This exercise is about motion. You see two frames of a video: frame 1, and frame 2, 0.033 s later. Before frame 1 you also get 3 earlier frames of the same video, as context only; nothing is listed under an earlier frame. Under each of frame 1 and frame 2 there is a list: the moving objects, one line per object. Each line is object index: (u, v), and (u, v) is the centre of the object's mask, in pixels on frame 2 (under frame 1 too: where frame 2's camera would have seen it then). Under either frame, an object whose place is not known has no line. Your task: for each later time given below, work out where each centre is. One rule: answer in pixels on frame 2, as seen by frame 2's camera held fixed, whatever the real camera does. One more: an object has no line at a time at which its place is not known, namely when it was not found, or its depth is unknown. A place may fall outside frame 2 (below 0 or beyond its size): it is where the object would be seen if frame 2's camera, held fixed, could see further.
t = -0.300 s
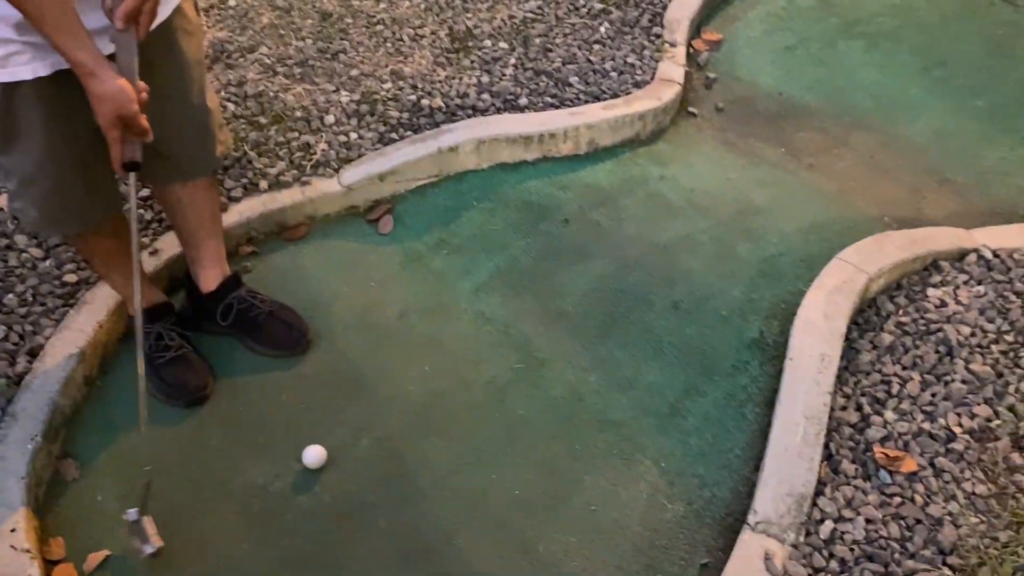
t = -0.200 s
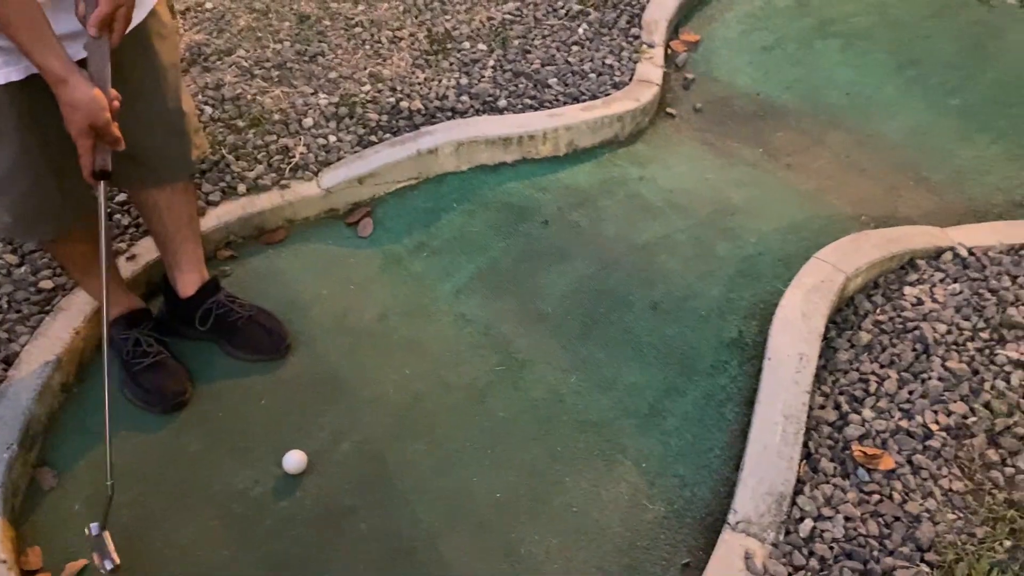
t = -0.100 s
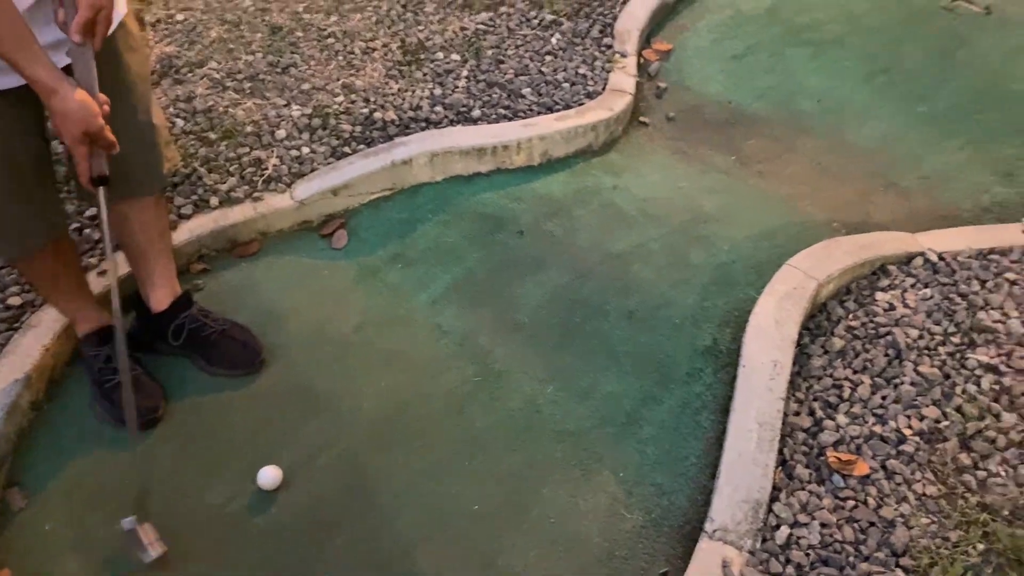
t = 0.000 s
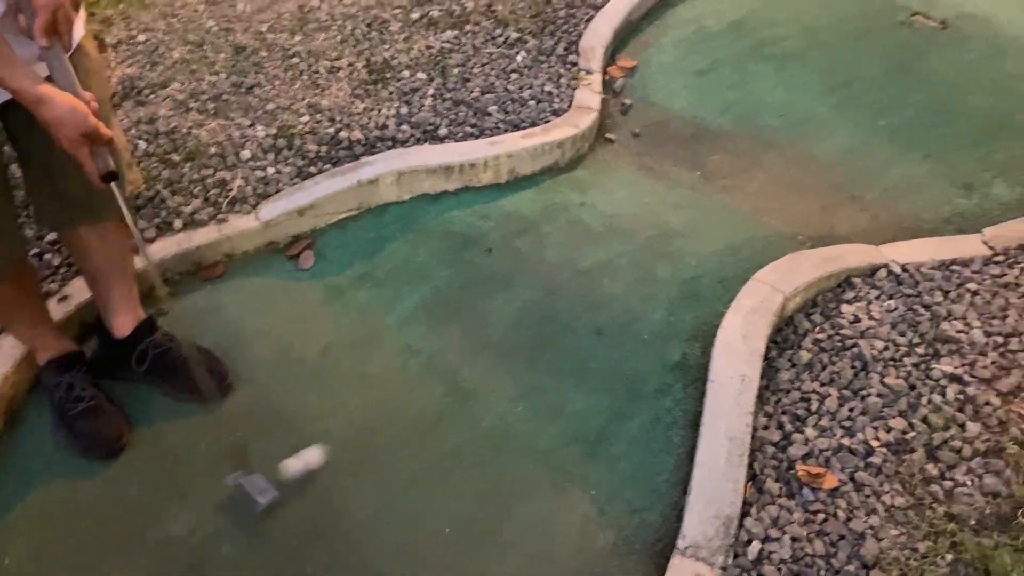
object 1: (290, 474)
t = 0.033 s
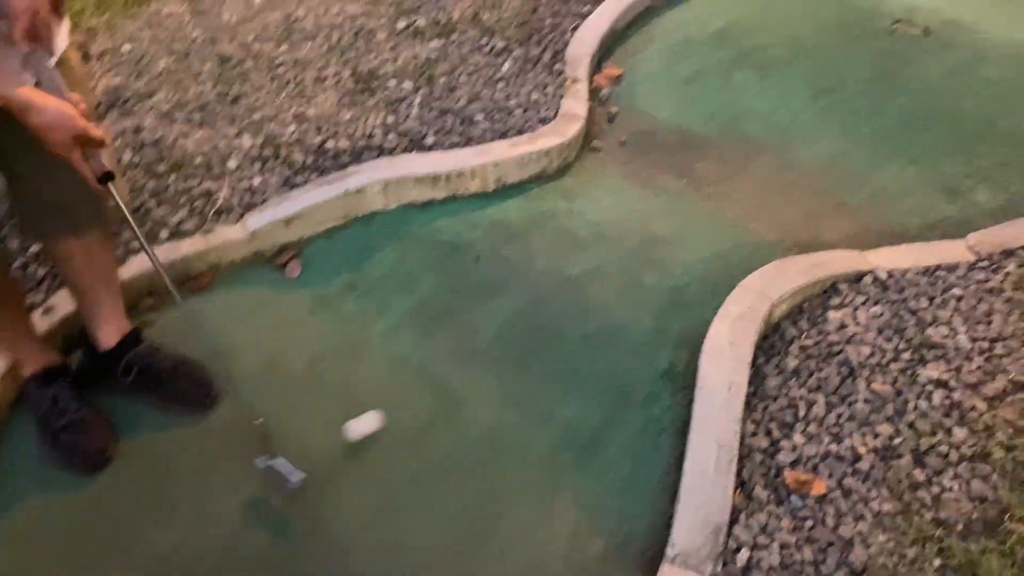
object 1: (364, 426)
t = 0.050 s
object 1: (396, 405)
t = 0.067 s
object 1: (425, 384)
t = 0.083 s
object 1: (448, 363)
